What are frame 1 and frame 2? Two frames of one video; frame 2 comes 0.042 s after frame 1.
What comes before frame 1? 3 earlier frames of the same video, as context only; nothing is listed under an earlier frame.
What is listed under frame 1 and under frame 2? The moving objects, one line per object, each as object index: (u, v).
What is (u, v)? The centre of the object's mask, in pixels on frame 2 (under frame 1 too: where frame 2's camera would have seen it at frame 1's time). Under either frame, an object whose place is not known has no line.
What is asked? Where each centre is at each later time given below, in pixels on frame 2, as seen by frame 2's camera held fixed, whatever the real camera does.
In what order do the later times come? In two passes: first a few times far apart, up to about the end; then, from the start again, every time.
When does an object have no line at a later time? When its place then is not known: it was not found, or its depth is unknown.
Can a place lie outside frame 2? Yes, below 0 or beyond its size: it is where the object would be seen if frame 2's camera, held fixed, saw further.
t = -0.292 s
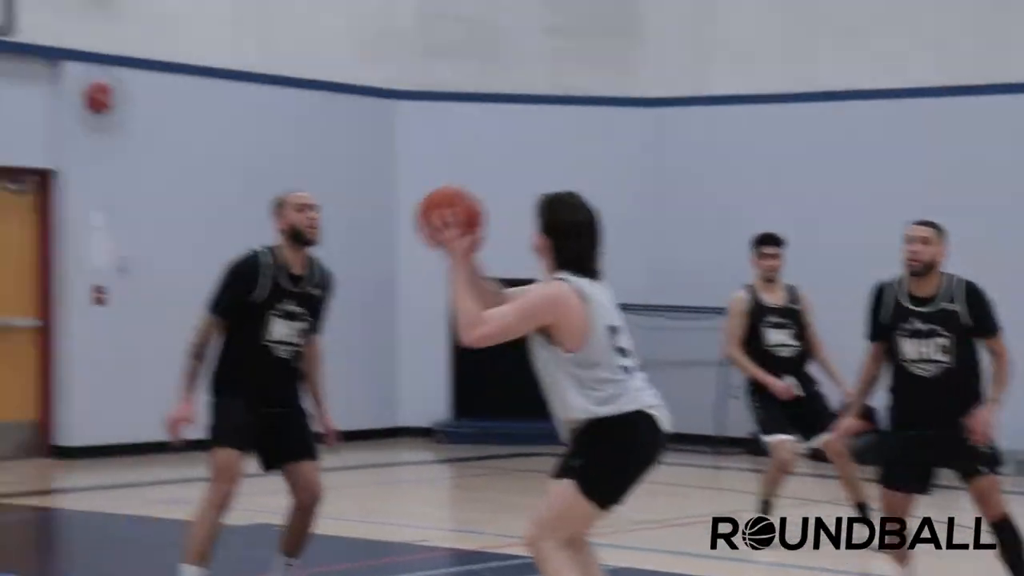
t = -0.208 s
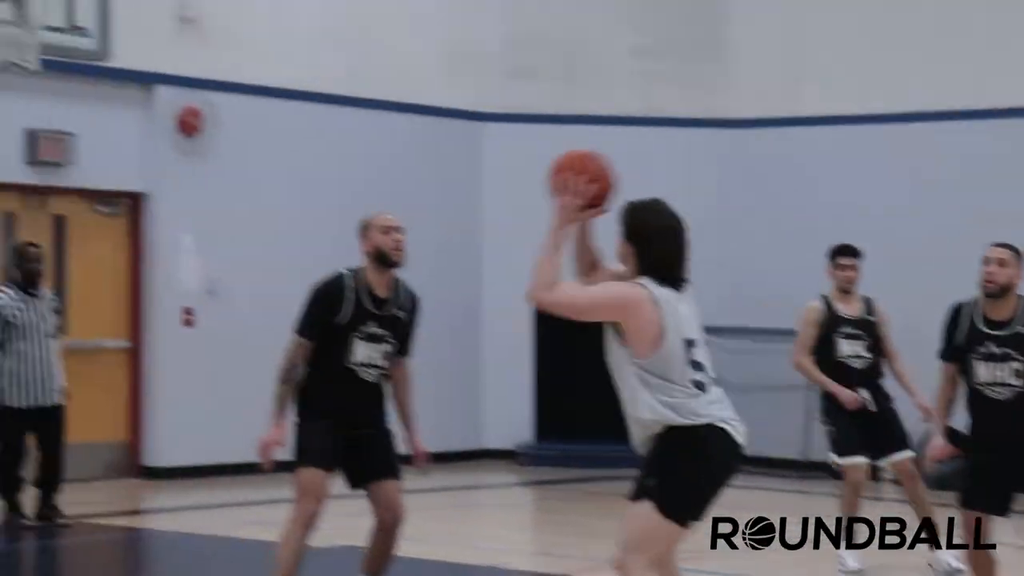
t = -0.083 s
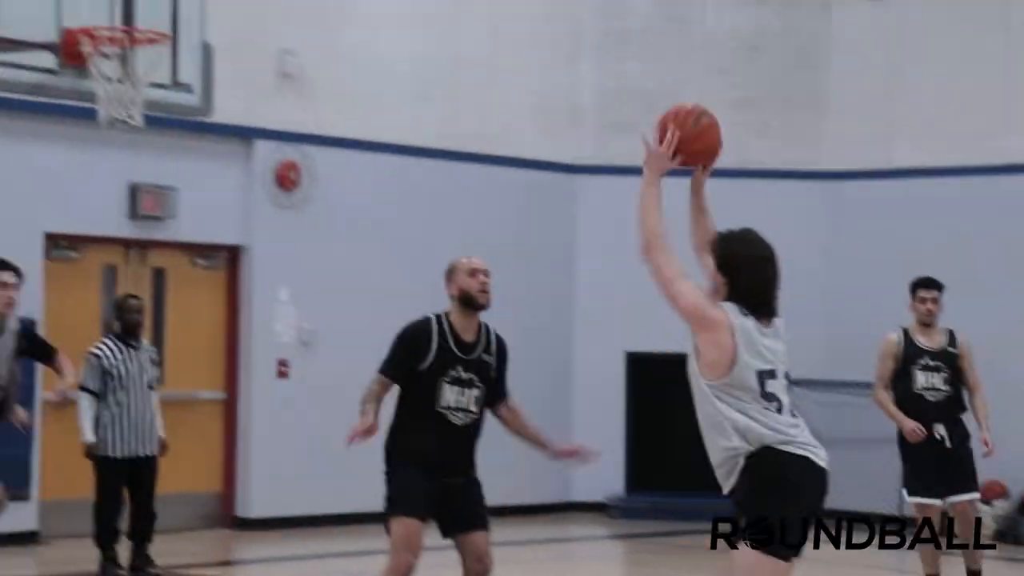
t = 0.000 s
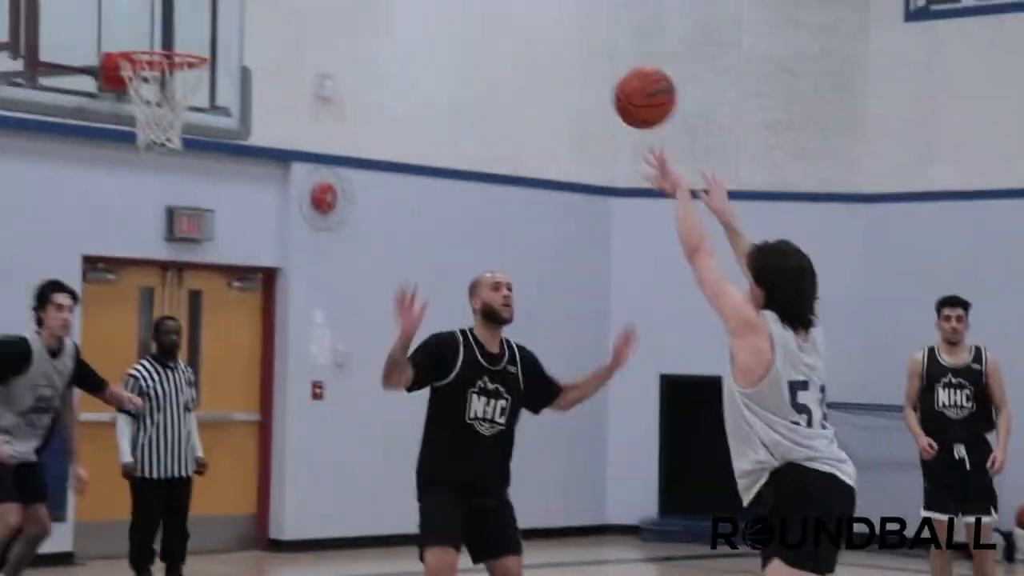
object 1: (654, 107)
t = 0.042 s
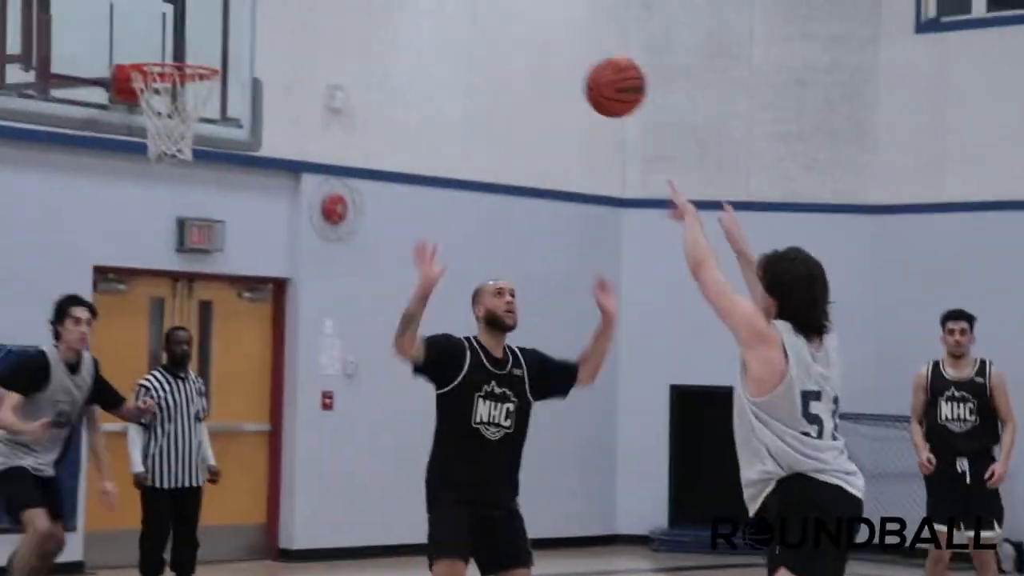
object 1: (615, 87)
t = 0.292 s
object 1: (410, 53)
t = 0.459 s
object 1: (296, 104)
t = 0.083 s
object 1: (577, 70)
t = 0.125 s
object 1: (542, 59)
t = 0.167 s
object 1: (507, 52)
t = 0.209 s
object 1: (474, 48)
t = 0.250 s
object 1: (441, 48)
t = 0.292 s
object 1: (410, 53)
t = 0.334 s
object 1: (380, 60)
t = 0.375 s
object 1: (351, 71)
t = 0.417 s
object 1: (322, 86)
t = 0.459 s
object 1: (296, 104)
